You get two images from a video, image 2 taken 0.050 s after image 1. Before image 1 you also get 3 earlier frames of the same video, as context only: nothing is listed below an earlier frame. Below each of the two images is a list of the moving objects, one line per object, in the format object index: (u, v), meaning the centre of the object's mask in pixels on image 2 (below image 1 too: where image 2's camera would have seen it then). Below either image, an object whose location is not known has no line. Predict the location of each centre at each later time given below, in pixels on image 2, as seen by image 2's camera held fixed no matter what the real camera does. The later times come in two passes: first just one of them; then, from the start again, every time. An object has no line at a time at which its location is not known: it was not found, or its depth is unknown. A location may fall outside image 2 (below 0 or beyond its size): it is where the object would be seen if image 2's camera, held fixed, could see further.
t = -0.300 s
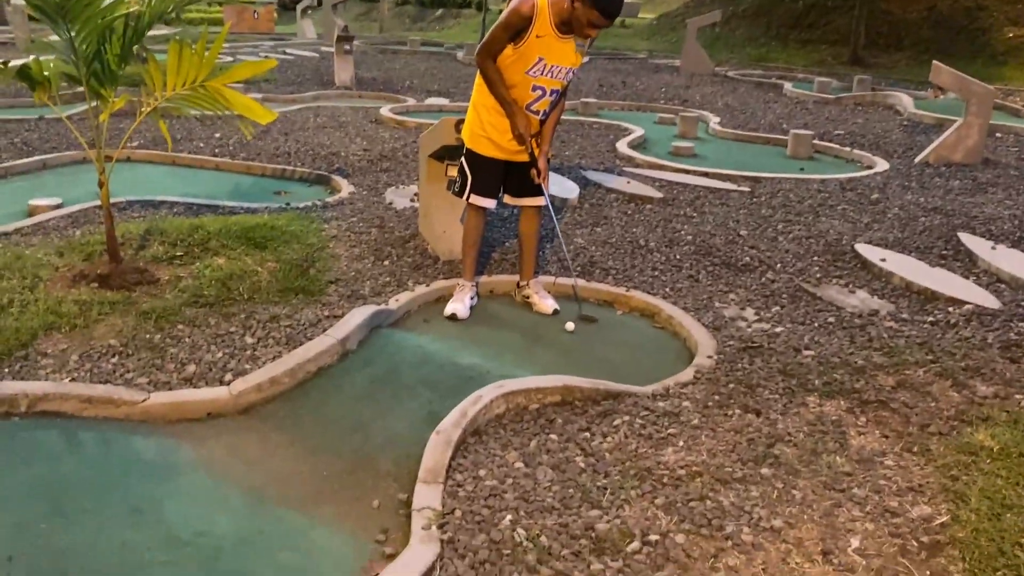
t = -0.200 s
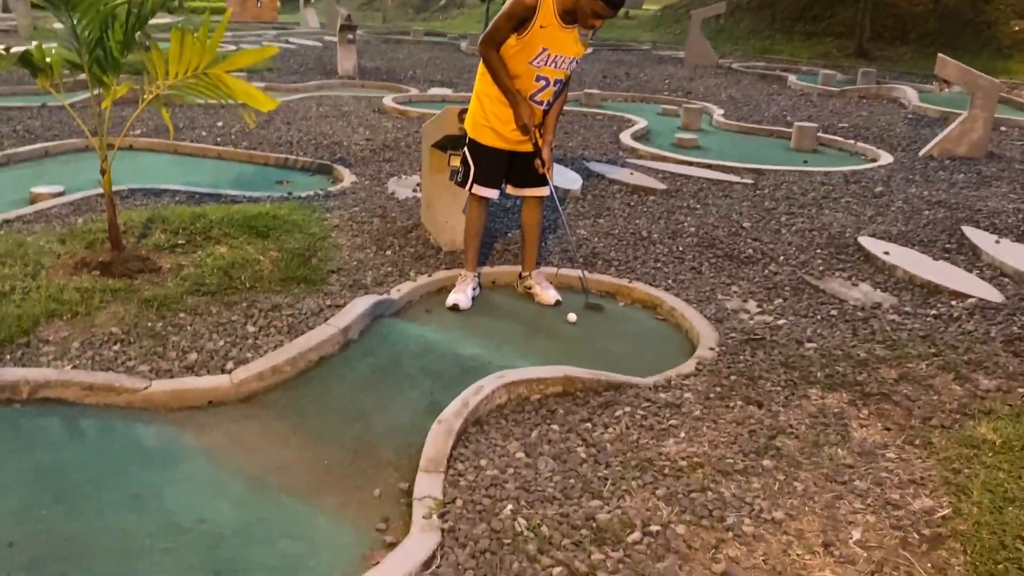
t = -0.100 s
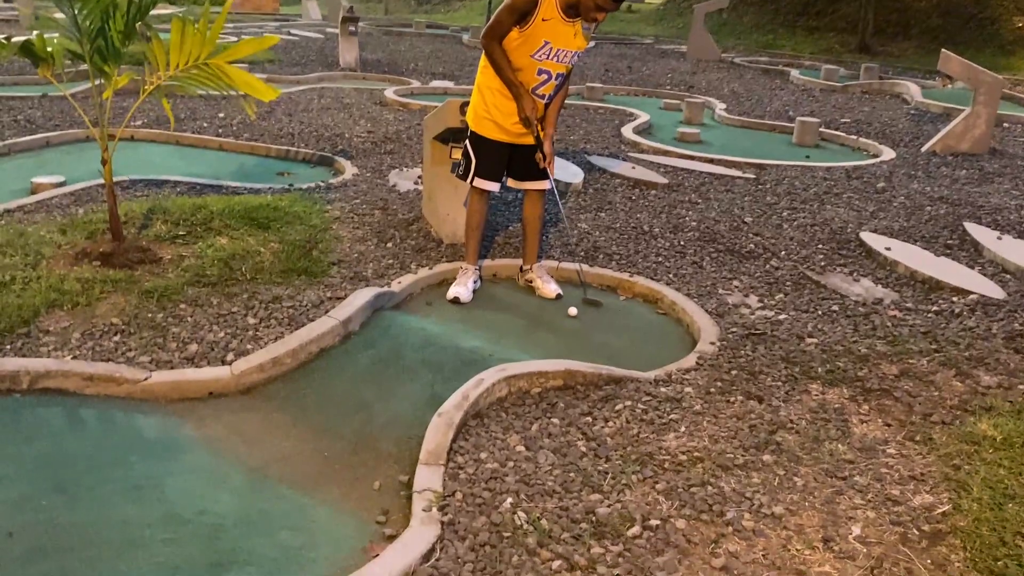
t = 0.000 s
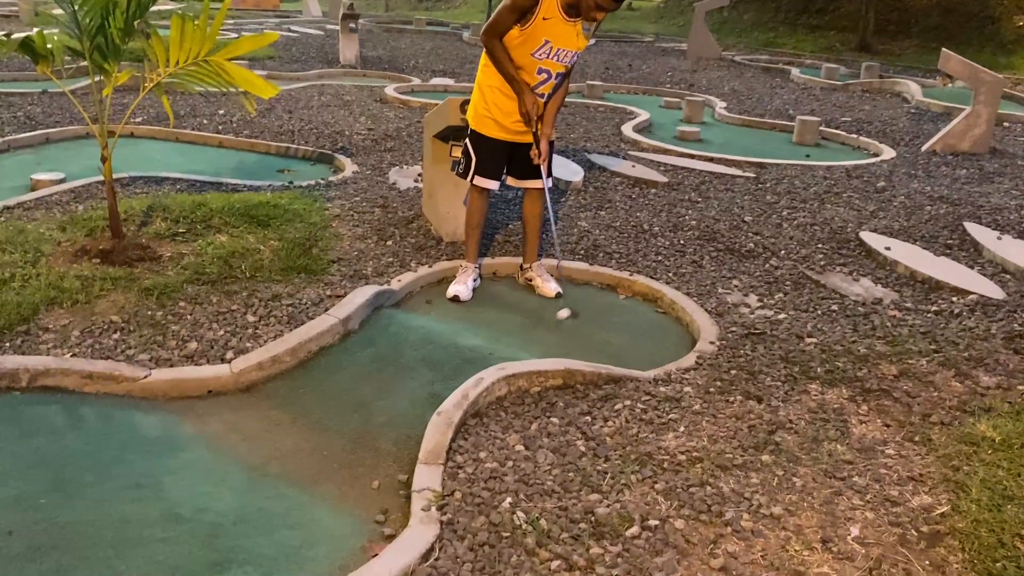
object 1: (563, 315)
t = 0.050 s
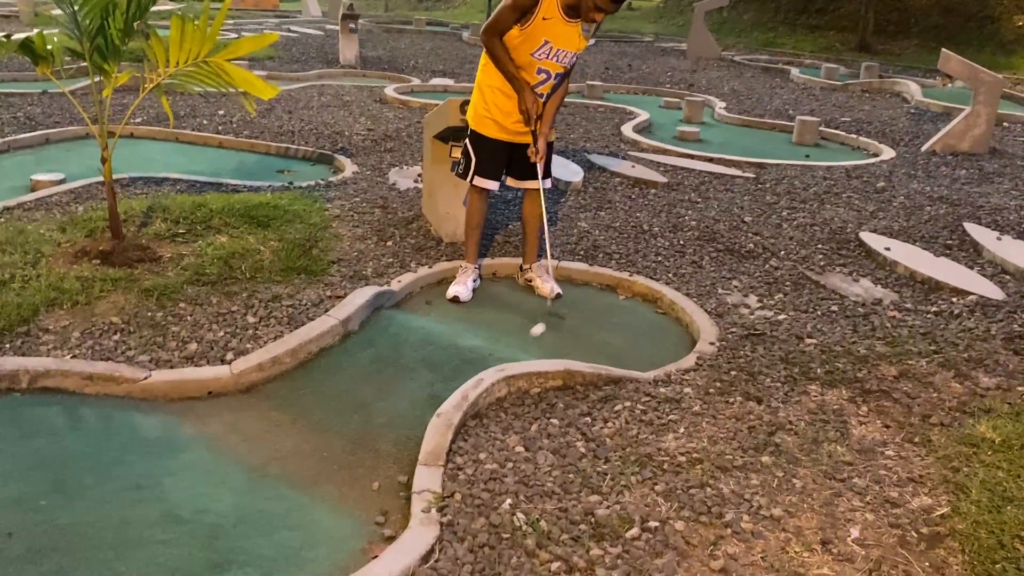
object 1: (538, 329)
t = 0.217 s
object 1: (470, 349)
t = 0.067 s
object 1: (529, 336)
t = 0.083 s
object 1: (520, 343)
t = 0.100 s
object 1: (512, 345)
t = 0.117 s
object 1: (507, 343)
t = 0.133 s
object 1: (502, 342)
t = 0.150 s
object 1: (496, 342)
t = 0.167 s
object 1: (490, 343)
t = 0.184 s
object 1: (483, 344)
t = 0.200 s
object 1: (477, 346)
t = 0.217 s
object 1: (470, 349)
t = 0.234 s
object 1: (463, 352)
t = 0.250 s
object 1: (456, 357)
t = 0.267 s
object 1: (448, 363)
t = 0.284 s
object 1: (441, 369)
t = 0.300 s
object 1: (433, 376)
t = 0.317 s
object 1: (424, 384)
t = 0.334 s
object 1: (416, 393)
